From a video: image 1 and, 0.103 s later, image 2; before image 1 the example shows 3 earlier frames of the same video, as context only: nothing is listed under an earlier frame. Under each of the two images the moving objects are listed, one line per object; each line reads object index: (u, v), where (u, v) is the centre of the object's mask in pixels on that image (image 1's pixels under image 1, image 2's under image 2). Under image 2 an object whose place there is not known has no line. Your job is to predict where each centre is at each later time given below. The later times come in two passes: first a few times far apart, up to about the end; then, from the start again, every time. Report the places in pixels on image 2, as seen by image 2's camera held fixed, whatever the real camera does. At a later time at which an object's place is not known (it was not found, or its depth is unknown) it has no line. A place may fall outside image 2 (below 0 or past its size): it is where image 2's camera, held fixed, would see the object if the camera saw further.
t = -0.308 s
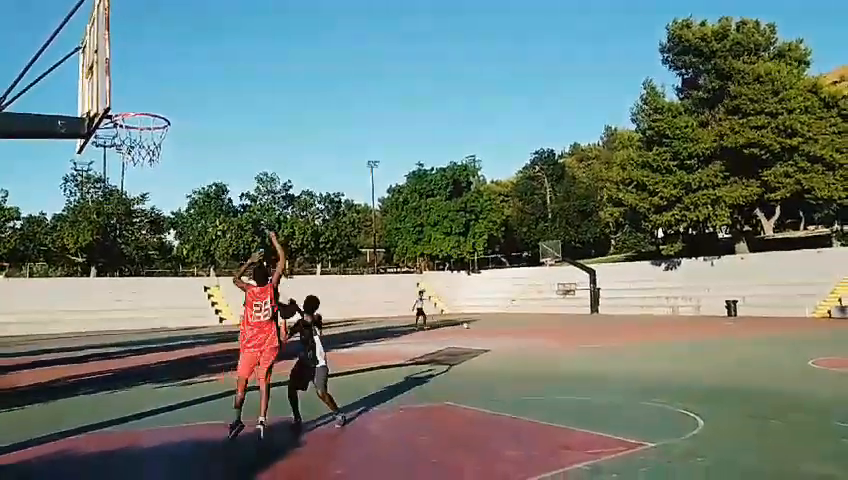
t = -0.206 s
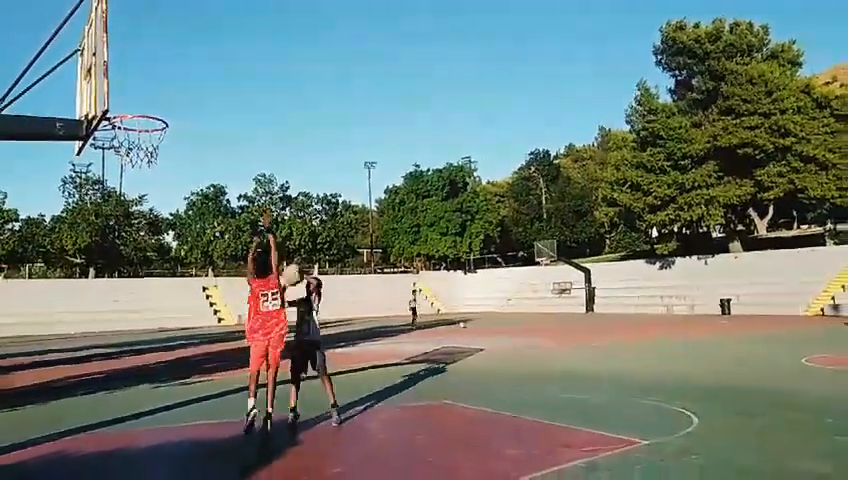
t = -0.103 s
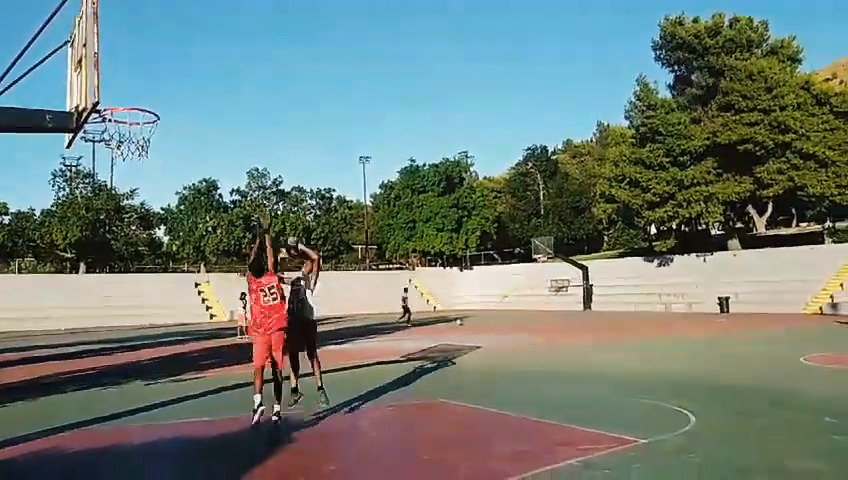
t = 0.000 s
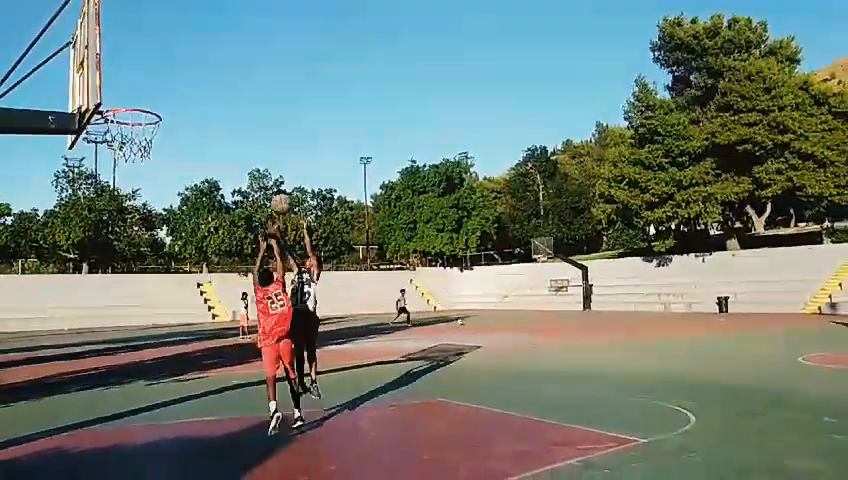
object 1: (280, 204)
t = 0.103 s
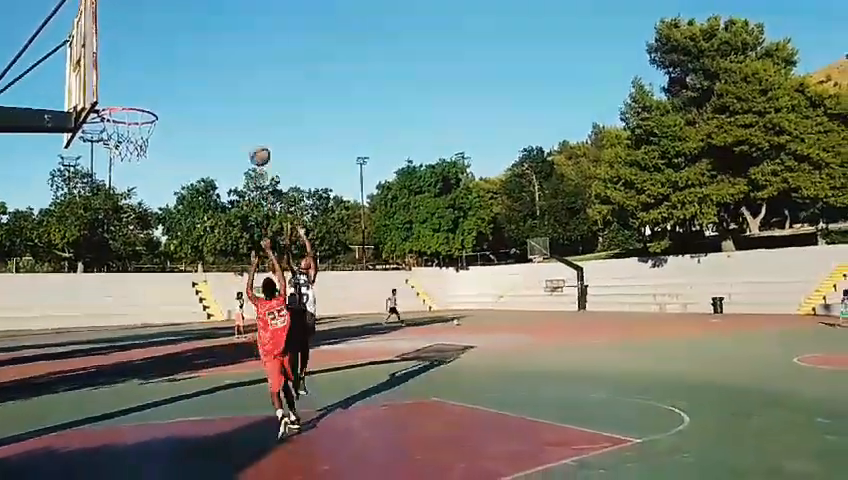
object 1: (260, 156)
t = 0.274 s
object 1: (226, 87)
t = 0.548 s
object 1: (166, 19)
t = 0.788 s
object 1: (107, 10)
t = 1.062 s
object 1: (151, 95)
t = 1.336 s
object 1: (240, 107)
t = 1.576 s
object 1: (322, 175)
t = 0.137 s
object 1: (253, 142)
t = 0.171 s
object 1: (247, 127)
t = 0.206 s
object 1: (241, 112)
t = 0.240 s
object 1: (233, 100)
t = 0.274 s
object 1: (226, 87)
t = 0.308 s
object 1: (219, 76)
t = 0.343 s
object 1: (213, 66)
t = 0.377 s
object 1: (205, 55)
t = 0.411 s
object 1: (199, 47)
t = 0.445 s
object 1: (191, 38)
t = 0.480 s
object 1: (183, 31)
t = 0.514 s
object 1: (174, 25)
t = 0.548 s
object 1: (166, 19)
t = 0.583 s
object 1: (158, 15)
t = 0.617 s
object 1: (150, 11)
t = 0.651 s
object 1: (142, 8)
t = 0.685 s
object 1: (132, 7)
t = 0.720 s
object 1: (123, 7)
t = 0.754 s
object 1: (114, 7)
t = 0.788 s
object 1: (107, 10)
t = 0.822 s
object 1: (102, 13)
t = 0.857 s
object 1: (105, 23)
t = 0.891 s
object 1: (114, 33)
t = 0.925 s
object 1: (122, 45)
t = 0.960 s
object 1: (130, 56)
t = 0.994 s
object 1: (136, 67)
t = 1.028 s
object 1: (144, 81)
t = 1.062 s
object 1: (151, 95)
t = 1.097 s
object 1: (160, 101)
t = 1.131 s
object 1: (171, 98)
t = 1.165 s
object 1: (182, 96)
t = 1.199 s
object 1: (194, 96)
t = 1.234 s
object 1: (205, 97)
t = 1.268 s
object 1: (218, 99)
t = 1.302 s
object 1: (230, 102)
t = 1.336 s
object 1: (240, 107)
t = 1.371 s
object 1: (252, 114)
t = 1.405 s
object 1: (263, 120)
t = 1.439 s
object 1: (275, 129)
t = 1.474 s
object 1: (286, 138)
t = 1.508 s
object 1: (298, 149)
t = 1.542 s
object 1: (309, 161)
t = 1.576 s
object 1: (322, 175)
